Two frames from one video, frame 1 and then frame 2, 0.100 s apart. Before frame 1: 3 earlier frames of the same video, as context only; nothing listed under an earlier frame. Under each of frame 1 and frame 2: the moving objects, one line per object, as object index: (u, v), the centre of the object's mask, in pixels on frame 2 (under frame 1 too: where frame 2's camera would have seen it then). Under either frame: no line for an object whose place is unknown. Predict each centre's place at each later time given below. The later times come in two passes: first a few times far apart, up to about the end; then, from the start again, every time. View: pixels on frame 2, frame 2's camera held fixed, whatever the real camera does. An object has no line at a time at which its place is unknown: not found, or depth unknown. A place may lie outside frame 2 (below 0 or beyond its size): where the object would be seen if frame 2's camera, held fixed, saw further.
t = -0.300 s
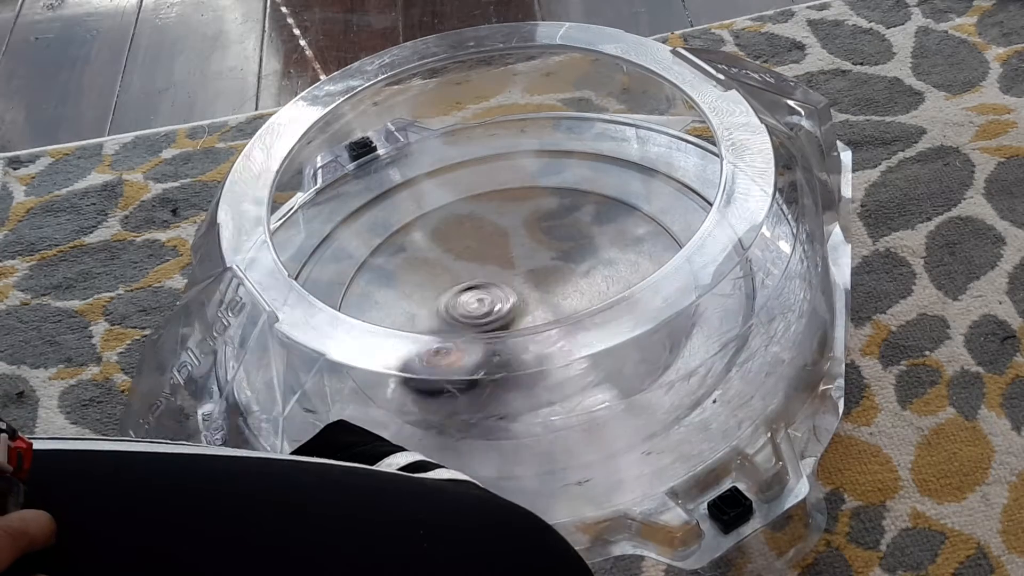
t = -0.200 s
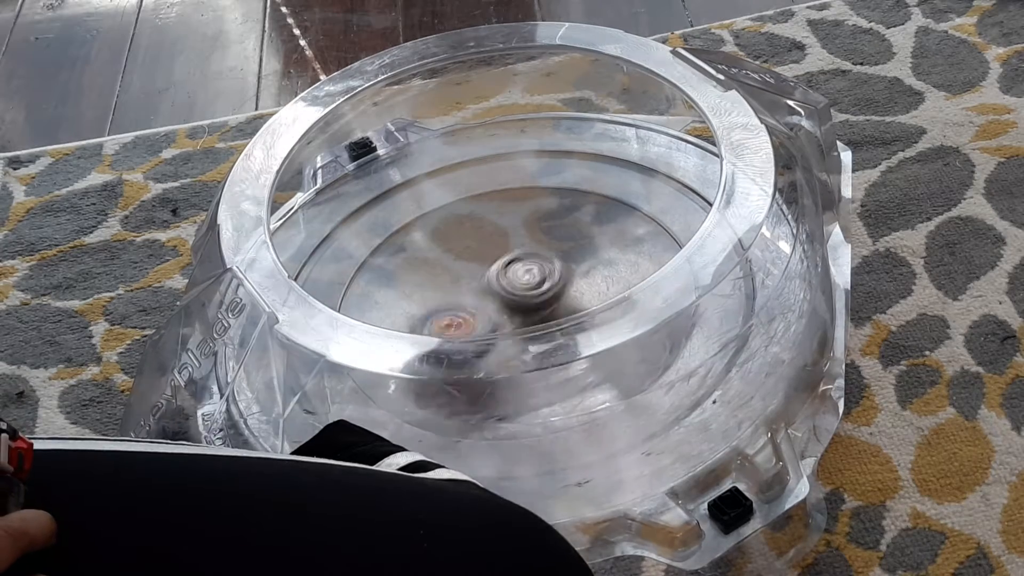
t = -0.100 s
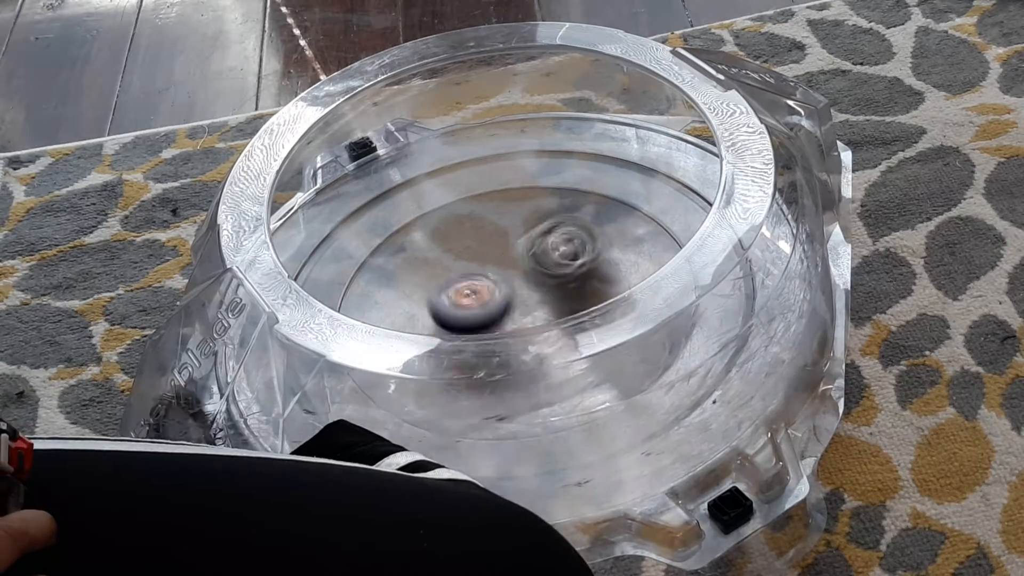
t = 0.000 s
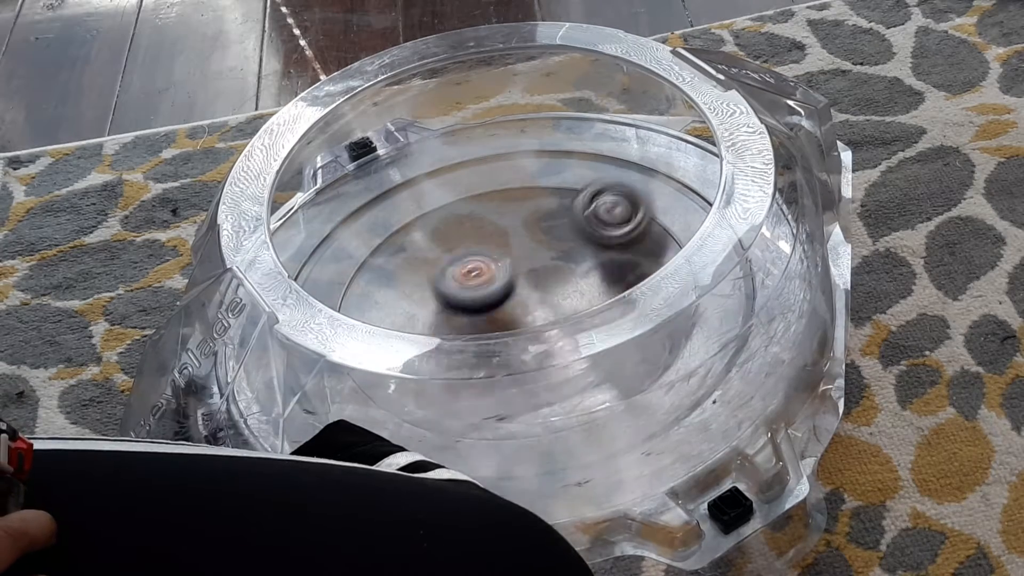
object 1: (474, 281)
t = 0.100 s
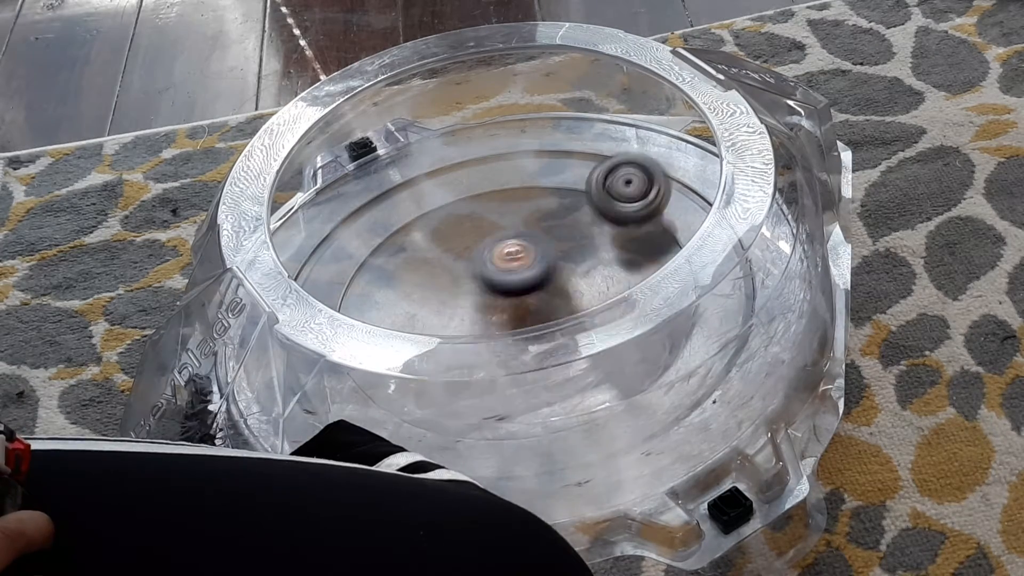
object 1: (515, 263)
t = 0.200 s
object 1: (562, 265)
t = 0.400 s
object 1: (573, 311)
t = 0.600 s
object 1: (487, 342)
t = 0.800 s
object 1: (454, 279)
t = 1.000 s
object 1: (523, 236)
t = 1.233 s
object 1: (583, 285)
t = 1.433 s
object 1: (503, 347)
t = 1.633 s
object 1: (429, 310)
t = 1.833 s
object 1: (469, 258)
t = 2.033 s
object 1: (566, 269)
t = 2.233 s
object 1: (561, 327)
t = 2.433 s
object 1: (489, 356)
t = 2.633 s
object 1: (608, 279)
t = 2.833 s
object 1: (618, 269)
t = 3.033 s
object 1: (576, 289)
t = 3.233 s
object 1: (496, 285)
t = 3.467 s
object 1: (474, 237)
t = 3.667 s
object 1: (511, 258)
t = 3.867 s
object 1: (501, 320)
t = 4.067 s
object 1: (451, 346)
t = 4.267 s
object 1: (442, 316)
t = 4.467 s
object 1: (525, 297)
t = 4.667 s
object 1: (528, 252)
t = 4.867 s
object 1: (570, 244)
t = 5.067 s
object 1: (560, 289)
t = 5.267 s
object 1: (516, 311)
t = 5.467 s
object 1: (474, 308)
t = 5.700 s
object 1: (514, 301)
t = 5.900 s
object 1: (537, 328)
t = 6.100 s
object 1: (486, 351)
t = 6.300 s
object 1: (475, 309)
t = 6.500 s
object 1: (498, 266)
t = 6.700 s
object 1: (547, 259)
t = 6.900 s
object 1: (552, 295)
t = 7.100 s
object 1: (537, 306)
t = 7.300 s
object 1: (513, 301)
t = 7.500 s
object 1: (549, 284)
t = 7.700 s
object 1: (550, 300)
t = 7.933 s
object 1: (494, 313)
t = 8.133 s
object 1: (475, 291)
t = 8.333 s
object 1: (516, 272)
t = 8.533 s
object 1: (548, 294)
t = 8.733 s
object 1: (534, 310)
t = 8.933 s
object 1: (512, 305)
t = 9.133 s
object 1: (543, 289)
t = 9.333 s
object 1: (548, 299)
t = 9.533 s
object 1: (507, 316)
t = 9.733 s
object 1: (476, 307)
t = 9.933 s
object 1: (496, 280)
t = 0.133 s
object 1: (530, 261)
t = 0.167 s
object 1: (546, 261)
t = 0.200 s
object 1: (562, 265)
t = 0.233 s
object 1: (573, 269)
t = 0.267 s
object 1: (584, 276)
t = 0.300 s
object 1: (588, 280)
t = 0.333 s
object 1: (593, 293)
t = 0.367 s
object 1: (590, 301)
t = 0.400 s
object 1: (573, 311)
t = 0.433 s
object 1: (564, 325)
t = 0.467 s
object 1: (555, 335)
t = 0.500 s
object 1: (541, 343)
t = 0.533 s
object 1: (527, 346)
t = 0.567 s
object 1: (508, 346)
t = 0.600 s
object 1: (487, 342)
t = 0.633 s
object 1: (474, 336)
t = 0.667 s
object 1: (463, 316)
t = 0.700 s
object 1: (453, 311)
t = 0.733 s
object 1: (449, 304)
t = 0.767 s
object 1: (451, 291)
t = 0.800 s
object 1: (454, 279)
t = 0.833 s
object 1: (461, 268)
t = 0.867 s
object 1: (471, 258)
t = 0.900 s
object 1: (481, 251)
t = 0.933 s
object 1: (495, 243)
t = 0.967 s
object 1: (507, 239)
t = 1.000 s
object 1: (523, 236)
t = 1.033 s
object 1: (540, 238)
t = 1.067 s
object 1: (555, 241)
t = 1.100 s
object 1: (566, 247)
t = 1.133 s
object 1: (576, 257)
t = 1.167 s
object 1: (584, 267)
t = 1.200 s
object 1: (586, 278)
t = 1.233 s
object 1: (583, 285)
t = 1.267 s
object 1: (578, 301)
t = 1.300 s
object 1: (566, 315)
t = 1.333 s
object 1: (551, 328)
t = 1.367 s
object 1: (537, 338)
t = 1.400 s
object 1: (521, 343)
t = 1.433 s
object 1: (503, 347)
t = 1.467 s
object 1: (485, 345)
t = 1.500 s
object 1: (471, 344)
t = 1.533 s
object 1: (457, 340)
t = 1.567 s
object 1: (444, 320)
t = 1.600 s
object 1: (436, 314)
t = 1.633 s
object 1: (429, 310)
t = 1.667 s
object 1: (427, 303)
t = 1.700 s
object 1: (428, 292)
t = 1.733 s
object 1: (434, 282)
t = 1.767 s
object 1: (442, 273)
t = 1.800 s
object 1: (454, 263)
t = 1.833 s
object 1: (469, 258)
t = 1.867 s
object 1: (483, 253)
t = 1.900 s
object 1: (503, 250)
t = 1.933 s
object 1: (518, 251)
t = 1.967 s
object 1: (539, 253)
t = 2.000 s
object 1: (552, 259)
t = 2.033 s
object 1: (566, 269)
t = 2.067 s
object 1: (576, 278)
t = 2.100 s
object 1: (580, 283)
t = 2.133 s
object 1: (586, 296)
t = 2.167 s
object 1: (582, 303)
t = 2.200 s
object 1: (569, 315)
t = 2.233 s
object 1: (561, 327)
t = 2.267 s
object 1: (558, 339)
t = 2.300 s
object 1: (548, 348)
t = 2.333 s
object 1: (535, 354)
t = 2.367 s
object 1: (521, 357)
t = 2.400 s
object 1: (503, 358)
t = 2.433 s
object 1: (489, 356)
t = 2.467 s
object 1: (515, 347)
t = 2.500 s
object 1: (537, 316)
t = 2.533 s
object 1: (565, 305)
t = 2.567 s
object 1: (586, 294)
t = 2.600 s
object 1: (600, 284)
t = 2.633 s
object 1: (608, 279)
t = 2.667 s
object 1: (614, 273)
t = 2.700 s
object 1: (617, 270)
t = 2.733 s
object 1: (620, 268)
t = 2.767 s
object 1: (620, 268)
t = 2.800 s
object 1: (619, 268)
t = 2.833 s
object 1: (618, 269)
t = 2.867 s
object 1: (616, 270)
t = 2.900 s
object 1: (613, 272)
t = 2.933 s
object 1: (610, 275)
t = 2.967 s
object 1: (602, 280)
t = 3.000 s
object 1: (590, 285)
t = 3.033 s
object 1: (576, 289)
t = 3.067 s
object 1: (563, 294)
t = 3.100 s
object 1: (547, 295)
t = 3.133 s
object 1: (533, 296)
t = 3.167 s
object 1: (519, 295)
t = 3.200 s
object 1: (507, 291)
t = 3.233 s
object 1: (496, 285)
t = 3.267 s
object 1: (487, 279)
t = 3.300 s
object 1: (482, 271)
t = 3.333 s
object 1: (478, 264)
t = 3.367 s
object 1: (475, 255)
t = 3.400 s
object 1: (474, 249)
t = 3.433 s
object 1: (473, 243)
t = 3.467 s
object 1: (474, 237)
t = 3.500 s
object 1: (476, 232)
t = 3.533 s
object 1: (483, 230)
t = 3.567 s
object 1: (492, 231)
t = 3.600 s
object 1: (498, 238)
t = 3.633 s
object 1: (504, 245)
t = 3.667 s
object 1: (511, 258)
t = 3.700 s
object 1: (514, 271)
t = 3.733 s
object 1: (516, 280)
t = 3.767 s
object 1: (515, 292)
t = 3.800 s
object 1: (512, 301)
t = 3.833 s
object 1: (506, 308)
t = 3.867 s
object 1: (501, 320)
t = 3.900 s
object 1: (493, 328)
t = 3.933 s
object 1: (485, 334)
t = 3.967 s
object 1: (475, 337)
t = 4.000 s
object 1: (467, 342)
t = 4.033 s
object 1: (458, 345)
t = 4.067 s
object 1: (451, 346)
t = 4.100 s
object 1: (443, 346)
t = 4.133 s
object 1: (434, 324)
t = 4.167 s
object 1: (431, 323)
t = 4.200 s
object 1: (430, 321)
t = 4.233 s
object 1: (434, 318)
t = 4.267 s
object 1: (442, 316)
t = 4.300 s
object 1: (455, 312)
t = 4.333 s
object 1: (468, 309)
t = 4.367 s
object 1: (483, 305)
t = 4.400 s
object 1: (498, 302)
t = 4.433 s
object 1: (513, 299)
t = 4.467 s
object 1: (525, 297)
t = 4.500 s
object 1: (525, 286)
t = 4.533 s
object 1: (522, 276)
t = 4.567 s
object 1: (520, 265)
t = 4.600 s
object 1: (522, 258)
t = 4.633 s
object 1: (524, 254)
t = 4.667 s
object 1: (528, 252)
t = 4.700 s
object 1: (534, 248)
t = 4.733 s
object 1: (540, 247)
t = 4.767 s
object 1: (548, 245)
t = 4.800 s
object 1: (555, 245)
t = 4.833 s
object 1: (562, 243)
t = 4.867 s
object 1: (570, 244)
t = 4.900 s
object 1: (574, 246)
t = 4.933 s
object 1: (580, 254)
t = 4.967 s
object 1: (581, 263)
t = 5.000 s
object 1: (577, 272)
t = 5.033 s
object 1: (571, 281)
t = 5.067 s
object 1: (560, 289)
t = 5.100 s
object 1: (552, 294)
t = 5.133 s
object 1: (550, 297)
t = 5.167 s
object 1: (545, 301)
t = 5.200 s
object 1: (538, 305)
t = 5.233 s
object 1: (527, 308)
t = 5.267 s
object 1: (516, 311)
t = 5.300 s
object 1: (504, 311)
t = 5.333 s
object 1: (491, 313)
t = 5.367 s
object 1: (482, 310)
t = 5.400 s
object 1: (475, 308)
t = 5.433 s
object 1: (474, 308)
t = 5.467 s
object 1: (474, 308)
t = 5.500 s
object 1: (474, 308)
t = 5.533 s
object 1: (476, 306)
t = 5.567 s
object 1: (482, 303)
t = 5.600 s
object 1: (489, 302)
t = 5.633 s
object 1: (497, 301)
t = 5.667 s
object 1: (505, 300)
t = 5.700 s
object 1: (514, 301)
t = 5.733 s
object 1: (521, 301)
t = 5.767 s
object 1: (527, 302)
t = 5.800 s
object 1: (529, 305)
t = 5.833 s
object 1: (533, 307)
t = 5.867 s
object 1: (536, 316)
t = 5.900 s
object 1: (537, 328)
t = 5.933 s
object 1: (533, 332)
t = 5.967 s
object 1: (524, 337)
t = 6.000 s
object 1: (516, 347)
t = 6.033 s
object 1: (508, 352)
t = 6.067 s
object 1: (498, 353)
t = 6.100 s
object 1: (486, 351)
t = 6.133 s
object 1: (480, 346)
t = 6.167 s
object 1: (476, 341)
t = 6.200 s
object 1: (472, 333)
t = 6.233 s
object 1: (470, 318)
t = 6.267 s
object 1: (472, 313)
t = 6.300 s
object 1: (475, 309)
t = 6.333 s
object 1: (480, 301)
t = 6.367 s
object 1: (481, 294)
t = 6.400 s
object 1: (483, 287)
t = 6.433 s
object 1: (486, 280)
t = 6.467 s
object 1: (492, 273)
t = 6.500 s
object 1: (498, 266)
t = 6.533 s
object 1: (505, 261)
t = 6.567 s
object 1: (513, 257)
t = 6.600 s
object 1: (524, 254)
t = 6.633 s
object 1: (533, 253)
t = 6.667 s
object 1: (540, 253)
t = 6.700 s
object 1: (547, 259)
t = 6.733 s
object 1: (555, 266)
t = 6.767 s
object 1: (559, 270)
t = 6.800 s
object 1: (559, 282)
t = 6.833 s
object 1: (556, 288)
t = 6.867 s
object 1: (552, 293)
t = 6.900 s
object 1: (552, 295)
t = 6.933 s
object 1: (556, 295)
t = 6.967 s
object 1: (558, 295)
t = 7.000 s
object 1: (556, 296)
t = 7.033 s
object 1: (550, 300)
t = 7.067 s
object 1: (545, 304)
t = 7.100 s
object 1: (537, 306)
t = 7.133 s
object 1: (528, 309)
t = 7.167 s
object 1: (520, 308)
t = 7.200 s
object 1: (512, 308)
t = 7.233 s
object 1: (509, 305)
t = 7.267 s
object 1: (509, 302)
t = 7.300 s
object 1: (513, 301)
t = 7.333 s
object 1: (518, 295)
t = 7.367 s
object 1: (525, 291)
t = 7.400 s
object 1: (532, 287)
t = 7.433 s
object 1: (537, 285)
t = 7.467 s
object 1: (544, 284)
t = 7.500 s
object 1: (549, 284)
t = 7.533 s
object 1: (555, 285)
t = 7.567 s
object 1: (556, 286)
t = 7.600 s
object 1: (557, 289)
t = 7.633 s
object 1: (557, 292)
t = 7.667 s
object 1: (556, 296)
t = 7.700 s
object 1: (550, 300)
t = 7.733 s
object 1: (546, 303)
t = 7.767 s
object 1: (539, 306)
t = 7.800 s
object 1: (531, 308)
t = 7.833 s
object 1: (523, 310)
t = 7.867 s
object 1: (511, 318)
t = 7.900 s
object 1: (502, 322)
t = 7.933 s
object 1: (494, 313)
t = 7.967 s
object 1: (487, 312)
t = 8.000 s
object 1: (481, 309)
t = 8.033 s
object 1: (477, 306)
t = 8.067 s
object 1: (474, 301)
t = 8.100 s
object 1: (473, 297)
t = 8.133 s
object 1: (475, 291)
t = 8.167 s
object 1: (478, 285)
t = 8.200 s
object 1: (483, 280)
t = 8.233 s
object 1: (490, 276)
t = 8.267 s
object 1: (499, 272)
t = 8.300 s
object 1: (507, 271)
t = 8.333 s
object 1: (516, 272)
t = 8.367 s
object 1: (524, 274)
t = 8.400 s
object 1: (532, 279)
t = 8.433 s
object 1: (538, 282)
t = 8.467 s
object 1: (542, 287)
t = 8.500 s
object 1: (547, 291)
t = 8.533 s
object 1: (548, 294)
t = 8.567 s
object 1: (548, 295)
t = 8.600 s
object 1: (547, 299)
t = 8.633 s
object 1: (544, 305)
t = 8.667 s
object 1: (543, 306)
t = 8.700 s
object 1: (539, 308)
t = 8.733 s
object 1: (534, 310)
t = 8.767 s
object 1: (528, 311)
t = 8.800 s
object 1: (521, 313)
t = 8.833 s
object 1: (517, 311)
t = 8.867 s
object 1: (514, 310)
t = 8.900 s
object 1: (513, 308)
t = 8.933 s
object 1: (512, 305)
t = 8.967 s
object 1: (512, 302)
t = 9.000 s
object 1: (518, 298)
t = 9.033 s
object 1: (527, 294)
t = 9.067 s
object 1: (533, 292)
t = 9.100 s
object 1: (538, 290)
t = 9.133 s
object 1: (543, 289)
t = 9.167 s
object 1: (548, 288)
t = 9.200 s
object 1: (550, 288)
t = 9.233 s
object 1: (552, 289)
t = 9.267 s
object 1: (553, 290)
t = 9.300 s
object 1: (552, 296)
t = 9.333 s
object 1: (548, 299)
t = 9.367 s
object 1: (545, 302)
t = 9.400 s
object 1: (538, 306)
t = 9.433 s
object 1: (531, 309)
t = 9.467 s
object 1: (526, 313)
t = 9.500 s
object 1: (517, 314)
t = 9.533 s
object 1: (507, 316)
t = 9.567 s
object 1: (501, 327)
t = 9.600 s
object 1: (495, 326)
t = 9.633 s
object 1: (487, 323)
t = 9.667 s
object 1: (481, 313)
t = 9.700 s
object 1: (478, 311)
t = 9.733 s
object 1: (476, 307)
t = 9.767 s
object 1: (475, 305)
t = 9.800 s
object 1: (476, 299)
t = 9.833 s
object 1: (480, 293)
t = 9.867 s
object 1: (484, 287)
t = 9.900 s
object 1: (489, 284)
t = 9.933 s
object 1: (496, 280)
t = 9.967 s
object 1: (503, 277)
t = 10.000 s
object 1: (511, 275)
